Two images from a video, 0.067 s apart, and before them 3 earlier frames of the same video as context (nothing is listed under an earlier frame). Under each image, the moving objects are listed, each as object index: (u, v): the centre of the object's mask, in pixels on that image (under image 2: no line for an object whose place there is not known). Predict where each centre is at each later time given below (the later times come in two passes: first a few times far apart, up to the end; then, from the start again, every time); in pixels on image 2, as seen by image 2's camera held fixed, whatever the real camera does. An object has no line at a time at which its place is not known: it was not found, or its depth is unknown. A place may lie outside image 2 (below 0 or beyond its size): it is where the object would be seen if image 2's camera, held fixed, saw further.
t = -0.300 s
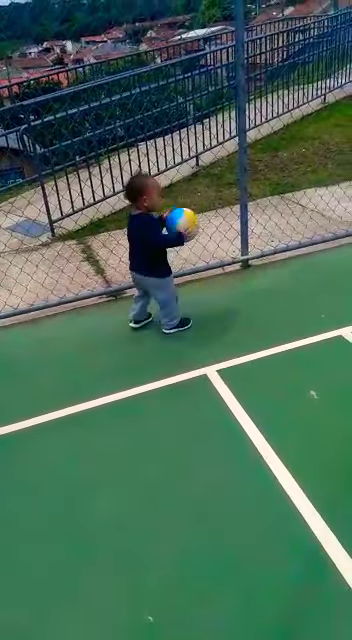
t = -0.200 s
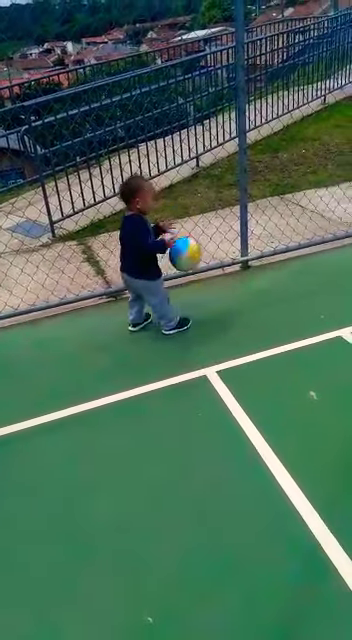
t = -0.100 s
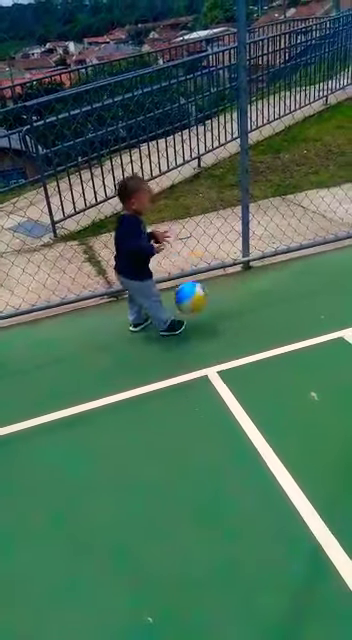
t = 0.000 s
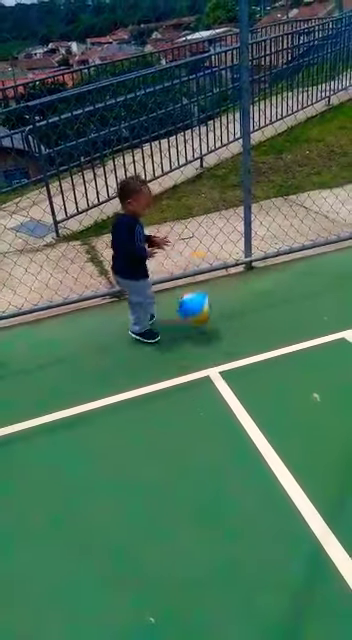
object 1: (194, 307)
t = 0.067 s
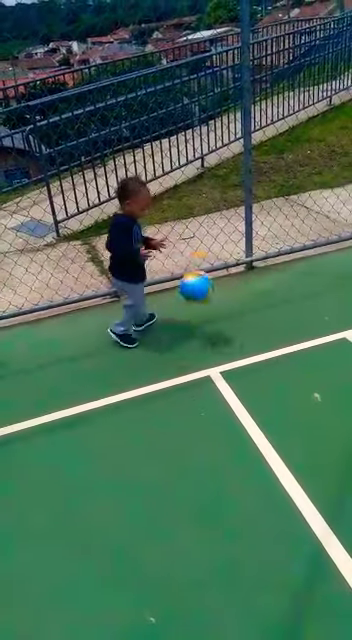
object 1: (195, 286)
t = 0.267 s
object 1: (202, 268)
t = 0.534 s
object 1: (218, 346)
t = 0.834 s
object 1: (236, 301)
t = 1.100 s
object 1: (258, 341)
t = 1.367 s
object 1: (284, 322)
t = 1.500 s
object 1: (297, 352)
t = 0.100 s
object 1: (197, 278)
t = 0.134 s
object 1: (198, 272)
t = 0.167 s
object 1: (199, 270)
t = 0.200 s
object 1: (199, 268)
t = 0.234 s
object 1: (201, 268)
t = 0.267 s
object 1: (202, 268)
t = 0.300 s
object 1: (204, 271)
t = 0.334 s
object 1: (205, 277)
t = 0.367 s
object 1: (207, 285)
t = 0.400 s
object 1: (209, 294)
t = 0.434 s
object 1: (212, 304)
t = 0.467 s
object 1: (214, 317)
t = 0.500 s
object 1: (216, 332)
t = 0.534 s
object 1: (218, 346)
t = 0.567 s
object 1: (219, 335)
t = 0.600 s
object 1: (221, 325)
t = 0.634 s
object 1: (222, 315)
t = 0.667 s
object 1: (224, 309)
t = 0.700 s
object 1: (226, 304)
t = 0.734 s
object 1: (228, 300)
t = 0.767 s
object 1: (231, 299)
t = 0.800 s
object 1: (233, 299)
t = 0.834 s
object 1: (236, 301)
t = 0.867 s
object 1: (238, 306)
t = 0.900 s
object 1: (241, 312)
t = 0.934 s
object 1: (243, 321)
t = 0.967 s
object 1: (246, 330)
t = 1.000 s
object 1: (249, 343)
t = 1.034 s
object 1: (251, 356)
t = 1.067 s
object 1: (254, 351)
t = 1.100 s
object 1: (258, 341)
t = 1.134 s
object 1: (260, 330)
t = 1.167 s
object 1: (263, 324)
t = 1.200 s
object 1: (266, 318)
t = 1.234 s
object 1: (270, 315)
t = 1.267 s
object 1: (274, 314)
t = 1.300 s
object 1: (276, 316)
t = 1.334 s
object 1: (280, 317)
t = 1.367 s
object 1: (284, 322)
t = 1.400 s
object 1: (288, 331)
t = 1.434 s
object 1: (291, 339)
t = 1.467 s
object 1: (294, 353)
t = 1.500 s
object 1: (297, 352)
